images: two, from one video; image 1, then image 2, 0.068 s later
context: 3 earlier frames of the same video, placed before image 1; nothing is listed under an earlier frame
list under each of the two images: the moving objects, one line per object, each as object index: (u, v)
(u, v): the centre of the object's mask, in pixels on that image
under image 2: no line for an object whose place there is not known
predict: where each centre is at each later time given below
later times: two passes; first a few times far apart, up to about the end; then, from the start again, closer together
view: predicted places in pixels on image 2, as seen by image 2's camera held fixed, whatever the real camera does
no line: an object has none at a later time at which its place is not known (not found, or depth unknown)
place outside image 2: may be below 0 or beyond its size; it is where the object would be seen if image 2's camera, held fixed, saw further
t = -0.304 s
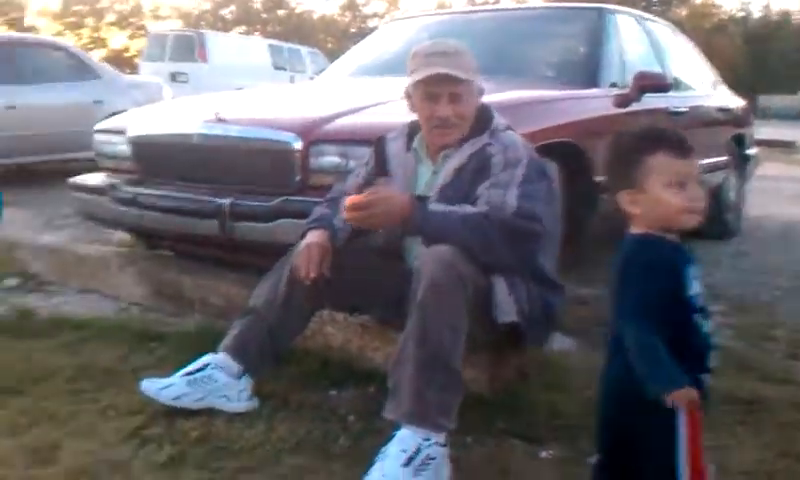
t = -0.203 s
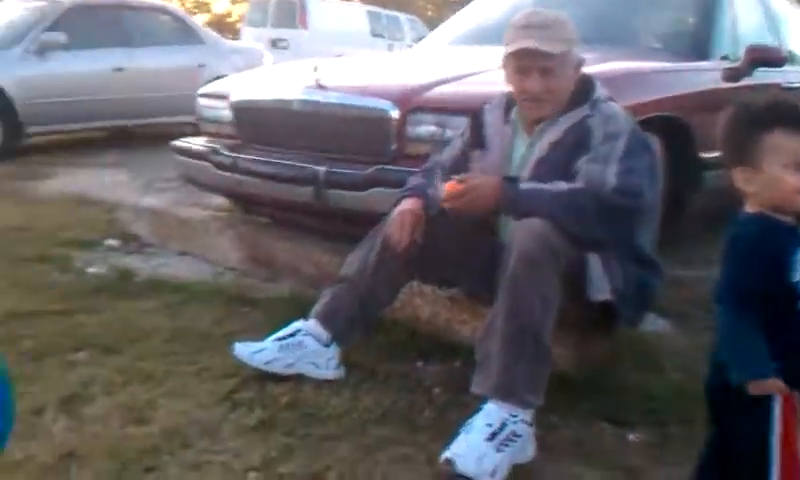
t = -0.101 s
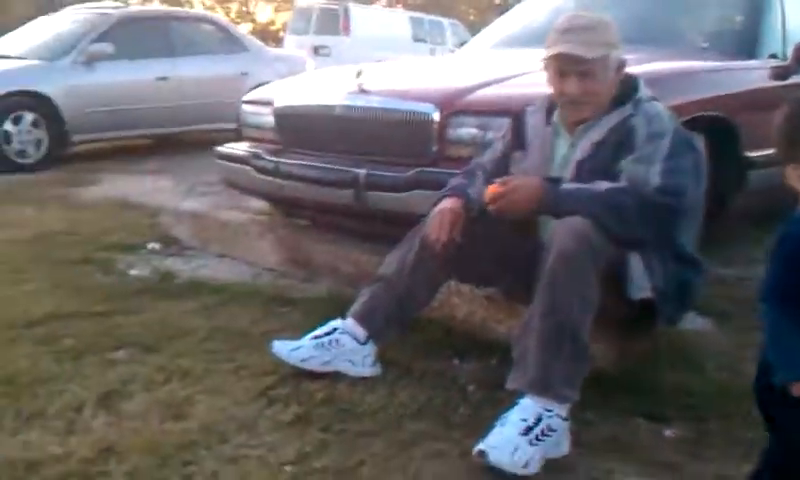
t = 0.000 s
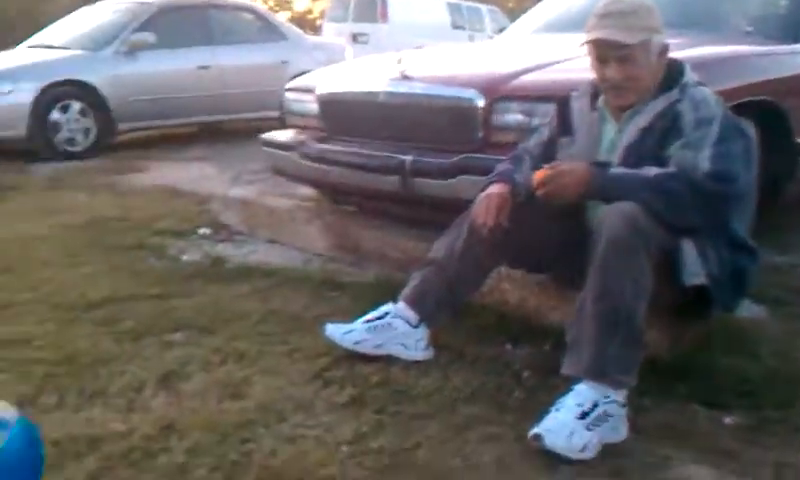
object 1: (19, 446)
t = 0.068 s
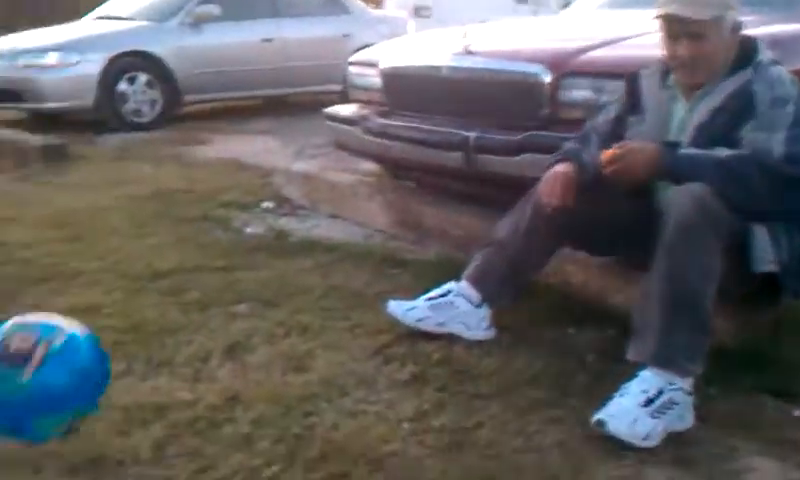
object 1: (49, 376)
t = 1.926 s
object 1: (98, 465)
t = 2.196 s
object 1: (97, 463)
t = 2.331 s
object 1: (96, 462)
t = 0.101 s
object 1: (38, 360)
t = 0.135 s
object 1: (39, 346)
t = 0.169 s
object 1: (43, 336)
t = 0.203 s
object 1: (45, 333)
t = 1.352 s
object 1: (90, 434)
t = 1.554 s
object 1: (99, 449)
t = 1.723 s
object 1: (102, 460)
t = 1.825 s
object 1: (100, 464)
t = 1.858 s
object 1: (100, 465)
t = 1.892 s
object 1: (99, 465)
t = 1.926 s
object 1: (98, 465)
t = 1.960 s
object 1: (98, 465)
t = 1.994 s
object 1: (98, 465)
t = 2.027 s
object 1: (98, 465)
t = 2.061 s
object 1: (97, 465)
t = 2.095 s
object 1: (97, 464)
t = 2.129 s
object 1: (98, 465)
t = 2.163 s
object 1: (98, 464)
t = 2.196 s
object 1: (97, 463)
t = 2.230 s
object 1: (97, 463)
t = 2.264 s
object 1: (97, 462)
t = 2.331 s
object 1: (96, 462)
